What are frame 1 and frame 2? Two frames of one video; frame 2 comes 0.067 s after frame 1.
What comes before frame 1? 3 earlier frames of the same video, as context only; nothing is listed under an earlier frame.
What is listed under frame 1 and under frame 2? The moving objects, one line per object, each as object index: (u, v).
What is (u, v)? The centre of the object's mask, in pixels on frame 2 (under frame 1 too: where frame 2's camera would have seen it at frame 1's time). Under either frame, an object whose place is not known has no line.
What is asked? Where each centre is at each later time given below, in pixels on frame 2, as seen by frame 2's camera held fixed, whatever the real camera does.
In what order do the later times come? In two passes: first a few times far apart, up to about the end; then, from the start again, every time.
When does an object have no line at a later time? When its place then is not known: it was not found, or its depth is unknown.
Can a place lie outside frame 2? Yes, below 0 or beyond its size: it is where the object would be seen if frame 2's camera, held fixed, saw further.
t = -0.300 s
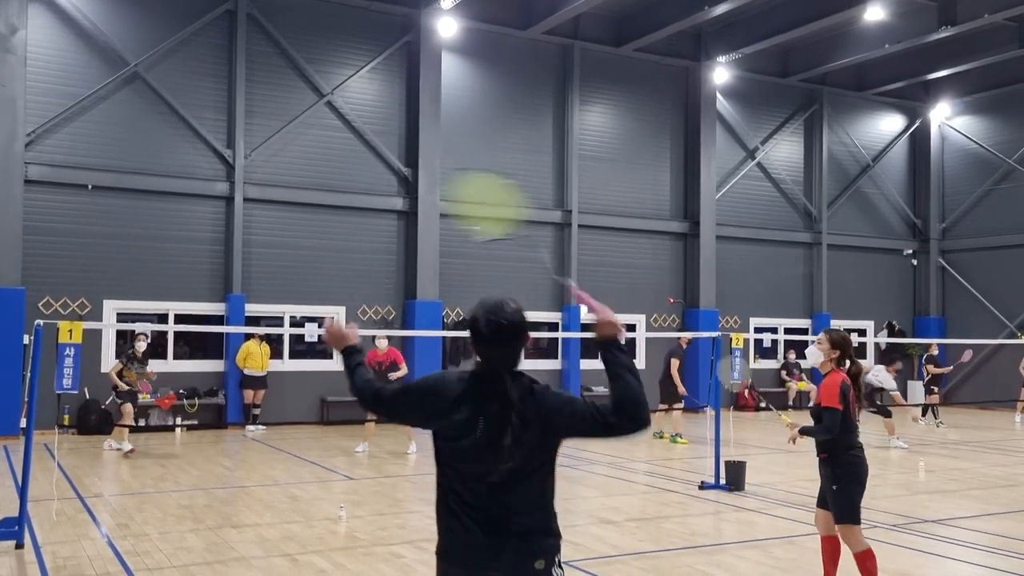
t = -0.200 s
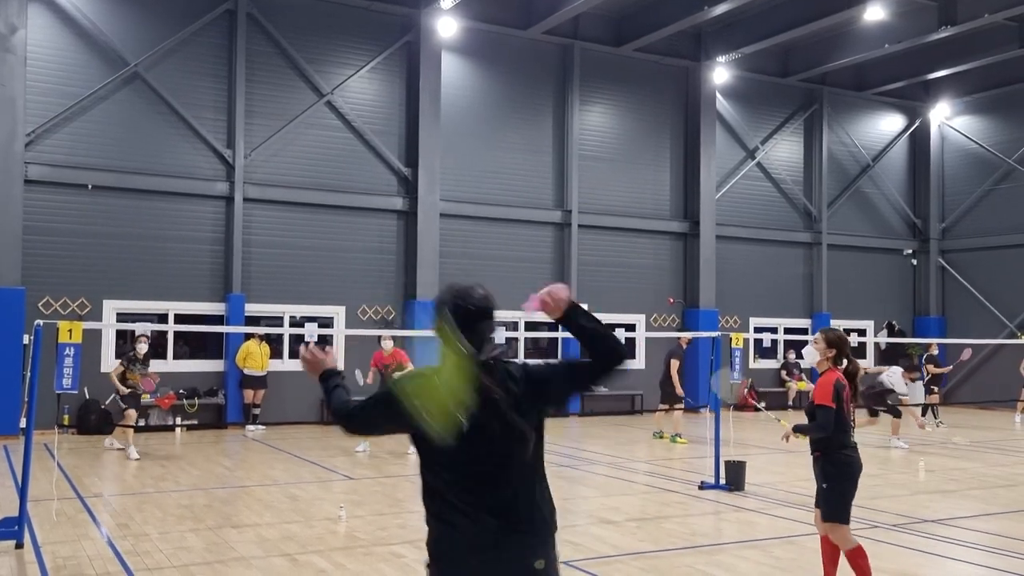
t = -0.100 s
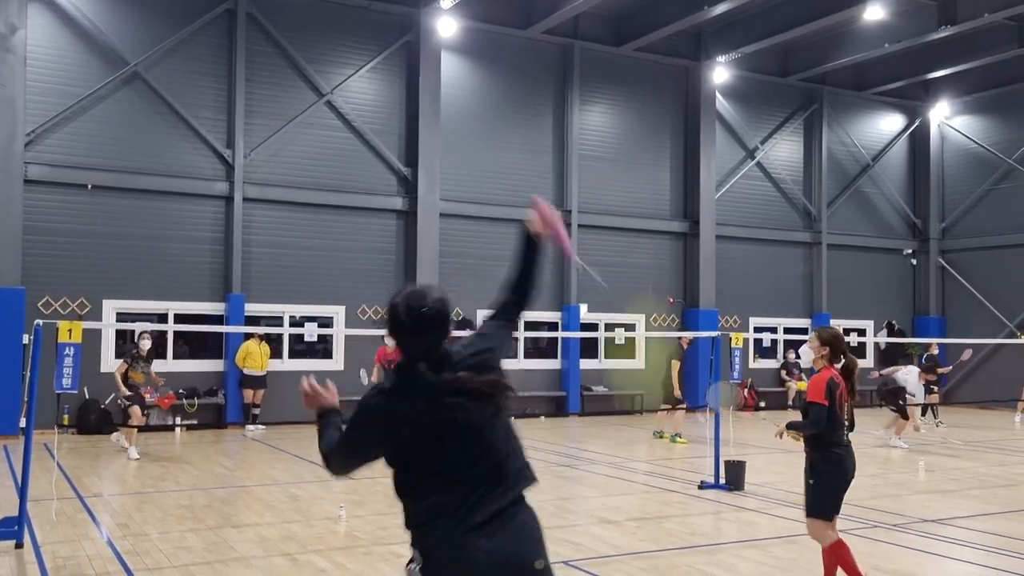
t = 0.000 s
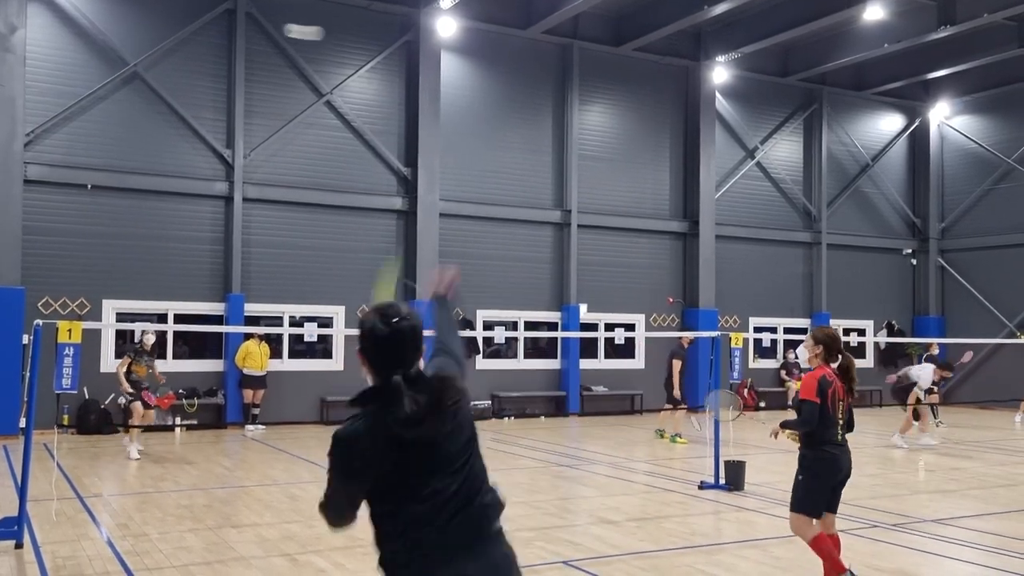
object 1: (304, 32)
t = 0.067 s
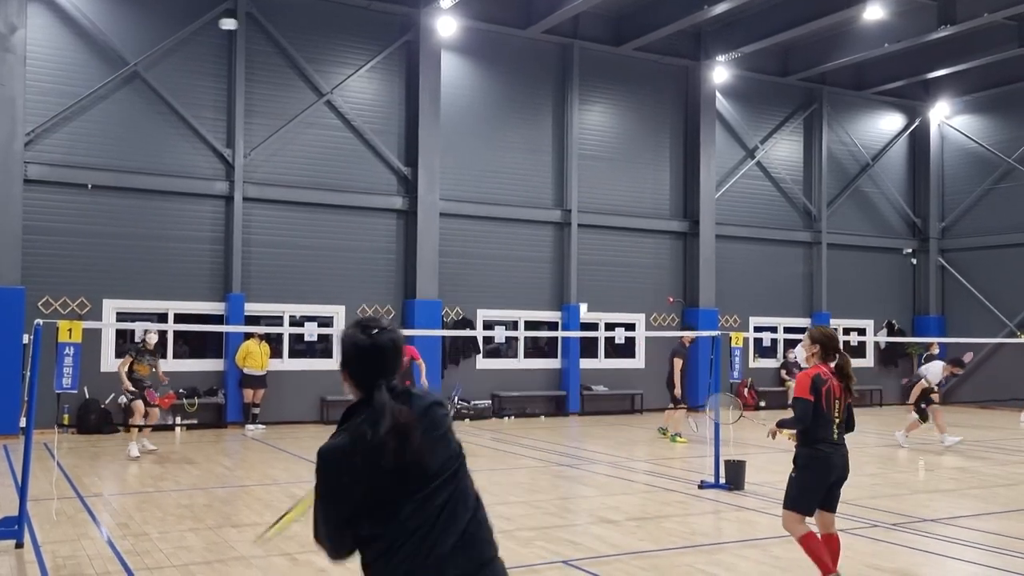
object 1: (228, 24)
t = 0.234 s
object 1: (167, 34)
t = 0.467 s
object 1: (137, 73)
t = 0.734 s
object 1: (122, 141)
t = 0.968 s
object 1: (115, 215)
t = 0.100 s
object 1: (209, 24)
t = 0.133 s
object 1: (194, 25)
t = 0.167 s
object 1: (184, 27)
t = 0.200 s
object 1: (174, 31)
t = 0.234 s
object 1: (167, 34)
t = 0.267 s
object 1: (161, 39)
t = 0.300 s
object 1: (155, 44)
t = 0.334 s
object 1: (151, 48)
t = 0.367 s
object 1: (146, 54)
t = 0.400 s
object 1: (143, 60)
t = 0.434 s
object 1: (140, 66)
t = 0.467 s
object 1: (137, 73)
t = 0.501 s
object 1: (134, 80)
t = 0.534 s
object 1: (132, 87)
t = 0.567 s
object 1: (130, 96)
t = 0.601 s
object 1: (128, 104)
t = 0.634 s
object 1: (126, 113)
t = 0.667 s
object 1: (125, 122)
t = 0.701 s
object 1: (123, 131)
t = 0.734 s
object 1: (122, 141)
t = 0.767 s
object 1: (121, 151)
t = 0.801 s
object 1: (119, 161)
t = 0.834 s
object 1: (118, 171)
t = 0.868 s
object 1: (117, 182)
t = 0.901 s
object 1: (116, 193)
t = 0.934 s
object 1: (115, 204)
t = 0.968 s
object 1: (115, 215)
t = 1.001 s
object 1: (114, 227)
